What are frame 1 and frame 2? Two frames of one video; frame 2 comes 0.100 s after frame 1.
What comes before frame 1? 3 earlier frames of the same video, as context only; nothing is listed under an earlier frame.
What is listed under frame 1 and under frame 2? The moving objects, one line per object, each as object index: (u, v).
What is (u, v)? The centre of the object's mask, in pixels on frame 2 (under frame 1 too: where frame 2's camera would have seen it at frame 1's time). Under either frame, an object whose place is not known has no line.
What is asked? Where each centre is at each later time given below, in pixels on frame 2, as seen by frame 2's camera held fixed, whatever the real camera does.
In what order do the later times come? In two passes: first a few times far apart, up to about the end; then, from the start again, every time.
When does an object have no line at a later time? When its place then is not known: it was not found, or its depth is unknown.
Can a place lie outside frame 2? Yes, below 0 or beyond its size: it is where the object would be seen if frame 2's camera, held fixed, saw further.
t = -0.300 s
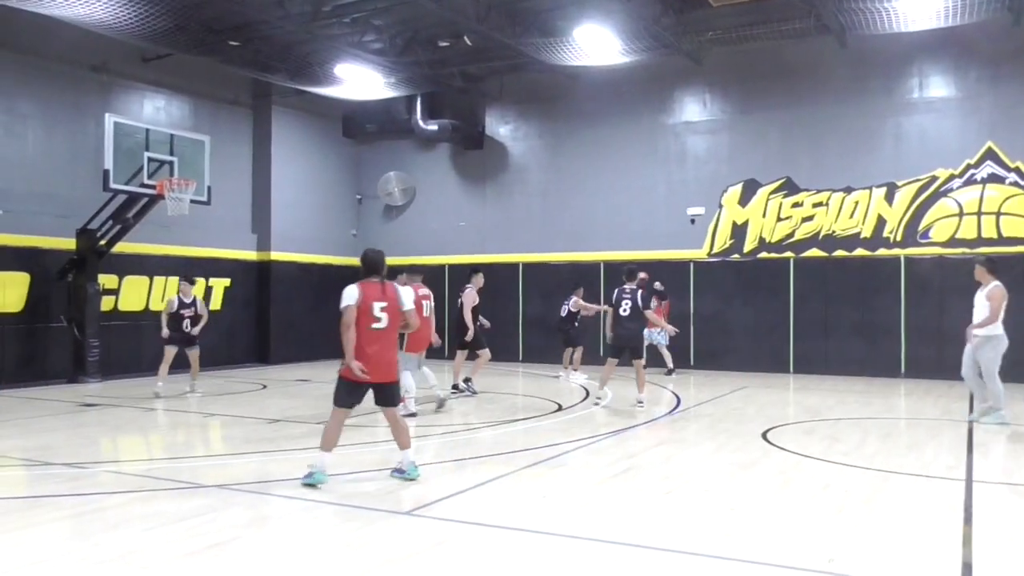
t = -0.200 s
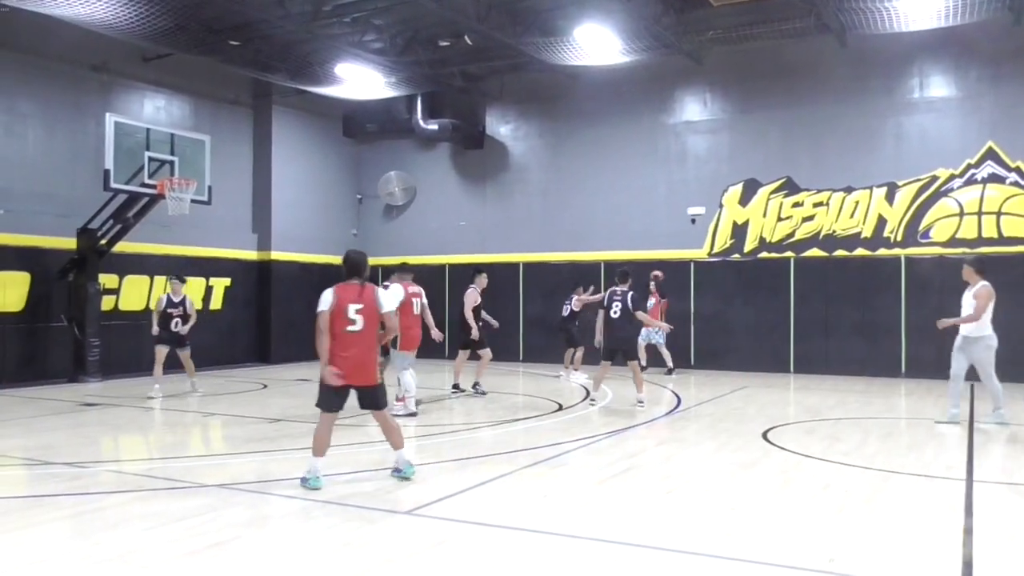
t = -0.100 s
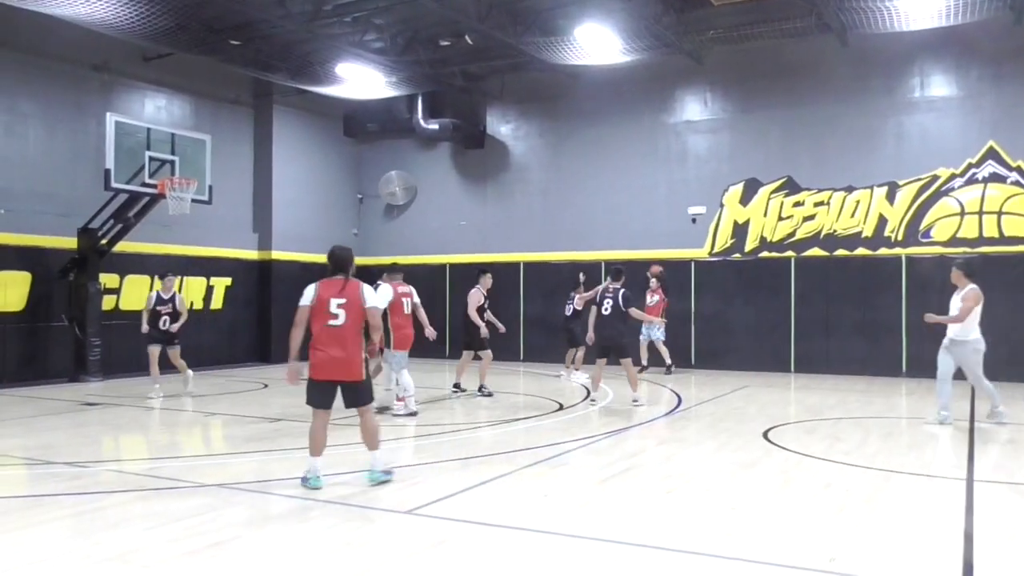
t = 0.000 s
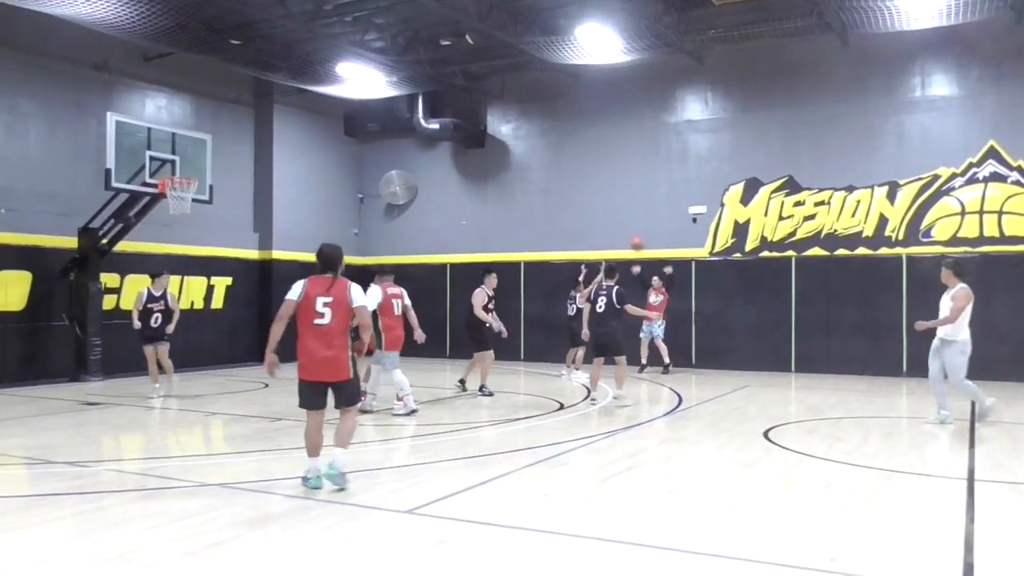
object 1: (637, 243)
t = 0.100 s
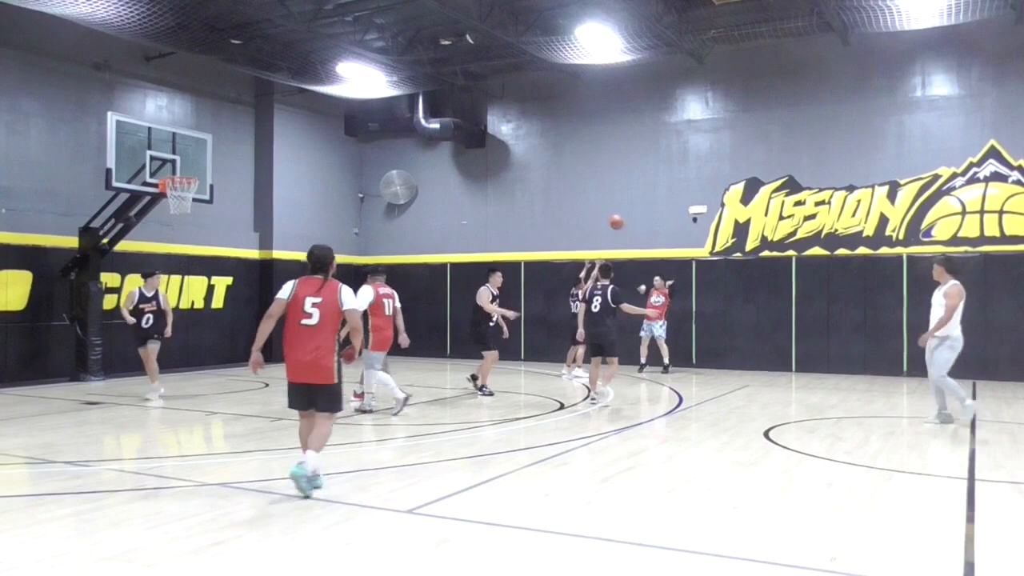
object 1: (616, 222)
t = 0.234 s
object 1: (583, 198)
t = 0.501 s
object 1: (495, 175)
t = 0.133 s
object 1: (609, 215)
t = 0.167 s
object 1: (600, 209)
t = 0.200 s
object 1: (592, 203)
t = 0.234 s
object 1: (583, 198)
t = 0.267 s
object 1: (573, 192)
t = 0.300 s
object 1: (564, 189)
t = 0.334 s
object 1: (554, 186)
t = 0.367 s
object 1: (544, 182)
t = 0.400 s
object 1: (532, 179)
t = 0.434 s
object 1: (521, 177)
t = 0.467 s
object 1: (508, 175)
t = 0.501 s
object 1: (495, 175)
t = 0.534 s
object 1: (480, 175)
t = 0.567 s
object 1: (464, 176)
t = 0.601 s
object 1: (448, 178)
